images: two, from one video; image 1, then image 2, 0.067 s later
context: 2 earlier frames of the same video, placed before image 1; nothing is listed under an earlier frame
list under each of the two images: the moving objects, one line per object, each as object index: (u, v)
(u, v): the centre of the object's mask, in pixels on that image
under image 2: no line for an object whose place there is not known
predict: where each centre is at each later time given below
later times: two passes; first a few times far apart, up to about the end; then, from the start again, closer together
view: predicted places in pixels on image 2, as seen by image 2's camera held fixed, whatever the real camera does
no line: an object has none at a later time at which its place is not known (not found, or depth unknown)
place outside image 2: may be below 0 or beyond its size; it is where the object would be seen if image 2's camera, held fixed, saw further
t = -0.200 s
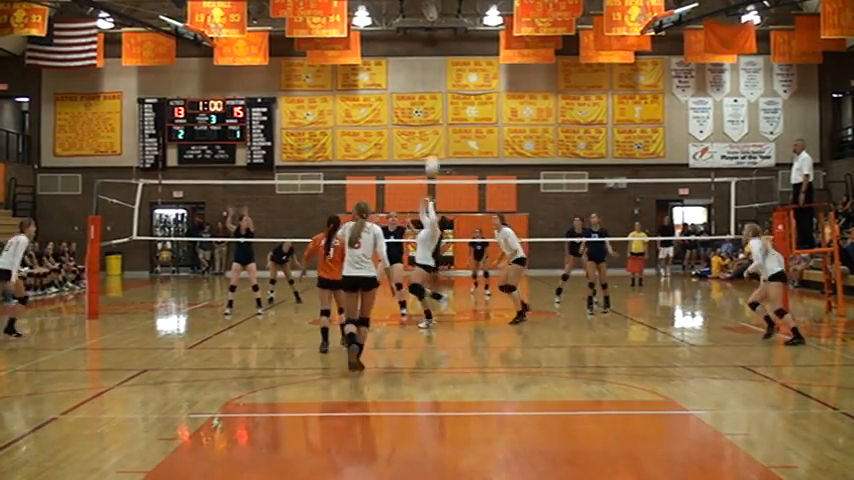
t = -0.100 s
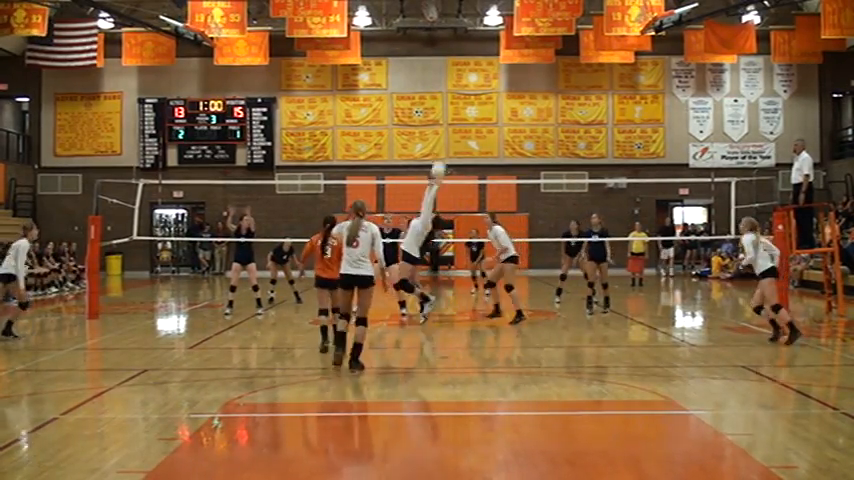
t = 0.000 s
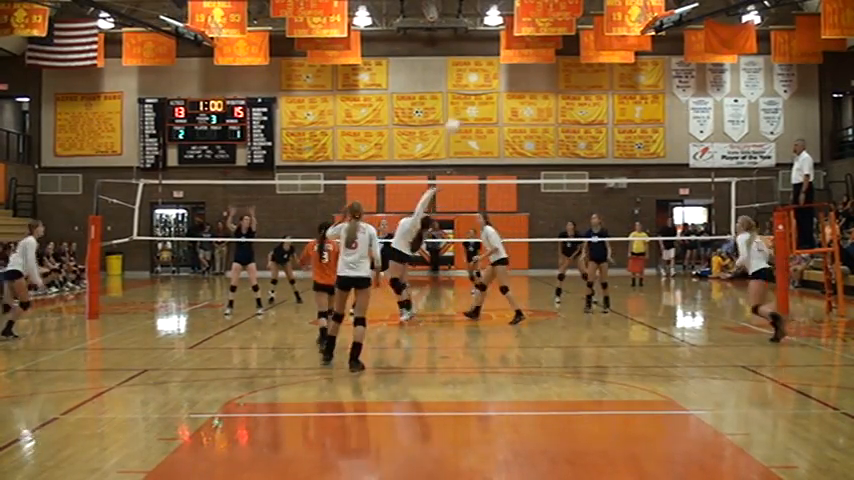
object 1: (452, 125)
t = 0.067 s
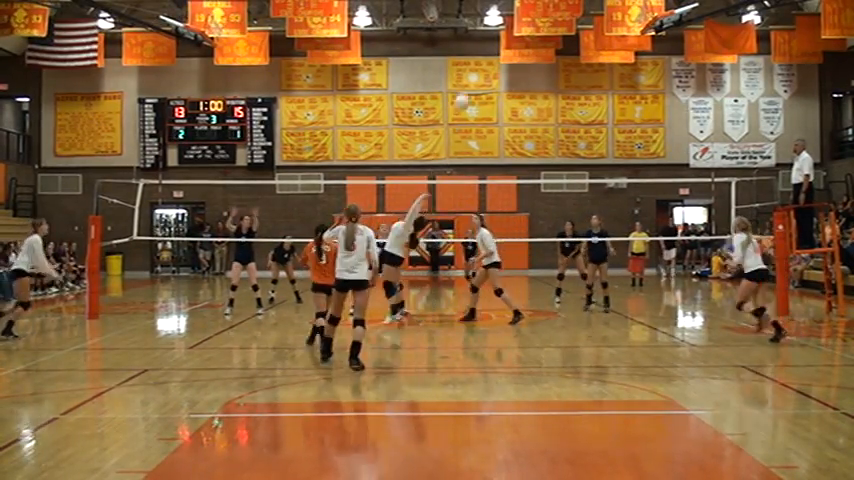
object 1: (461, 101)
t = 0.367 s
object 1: (501, 29)
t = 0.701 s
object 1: (541, 18)
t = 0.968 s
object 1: (572, 63)
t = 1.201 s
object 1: (597, 134)
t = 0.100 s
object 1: (465, 88)
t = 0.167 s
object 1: (474, 70)
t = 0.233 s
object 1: (484, 52)
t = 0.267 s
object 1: (488, 46)
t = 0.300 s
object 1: (492, 39)
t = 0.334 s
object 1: (496, 34)
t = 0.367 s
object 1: (501, 29)
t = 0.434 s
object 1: (509, 21)
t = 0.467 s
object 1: (513, 18)
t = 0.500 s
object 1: (517, 15)
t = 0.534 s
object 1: (521, 14)
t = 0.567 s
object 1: (526, 13)
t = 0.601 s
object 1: (529, 14)
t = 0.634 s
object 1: (534, 15)
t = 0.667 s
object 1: (537, 17)
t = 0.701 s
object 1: (541, 18)
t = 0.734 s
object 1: (545, 21)
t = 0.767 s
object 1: (550, 25)
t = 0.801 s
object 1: (553, 31)
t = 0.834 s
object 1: (556, 35)
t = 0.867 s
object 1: (560, 41)
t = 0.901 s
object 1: (564, 48)
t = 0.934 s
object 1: (568, 55)
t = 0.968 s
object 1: (572, 63)
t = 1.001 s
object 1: (576, 71)
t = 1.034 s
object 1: (579, 80)
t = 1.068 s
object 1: (583, 89)
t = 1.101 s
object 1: (586, 99)
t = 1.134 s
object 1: (589, 109)
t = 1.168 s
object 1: (593, 122)
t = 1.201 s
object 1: (597, 134)
